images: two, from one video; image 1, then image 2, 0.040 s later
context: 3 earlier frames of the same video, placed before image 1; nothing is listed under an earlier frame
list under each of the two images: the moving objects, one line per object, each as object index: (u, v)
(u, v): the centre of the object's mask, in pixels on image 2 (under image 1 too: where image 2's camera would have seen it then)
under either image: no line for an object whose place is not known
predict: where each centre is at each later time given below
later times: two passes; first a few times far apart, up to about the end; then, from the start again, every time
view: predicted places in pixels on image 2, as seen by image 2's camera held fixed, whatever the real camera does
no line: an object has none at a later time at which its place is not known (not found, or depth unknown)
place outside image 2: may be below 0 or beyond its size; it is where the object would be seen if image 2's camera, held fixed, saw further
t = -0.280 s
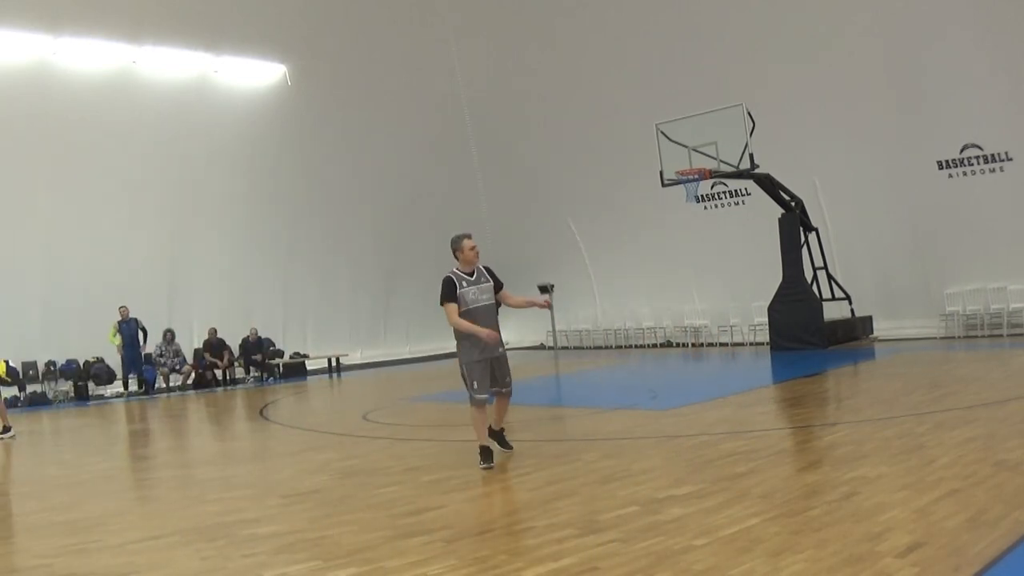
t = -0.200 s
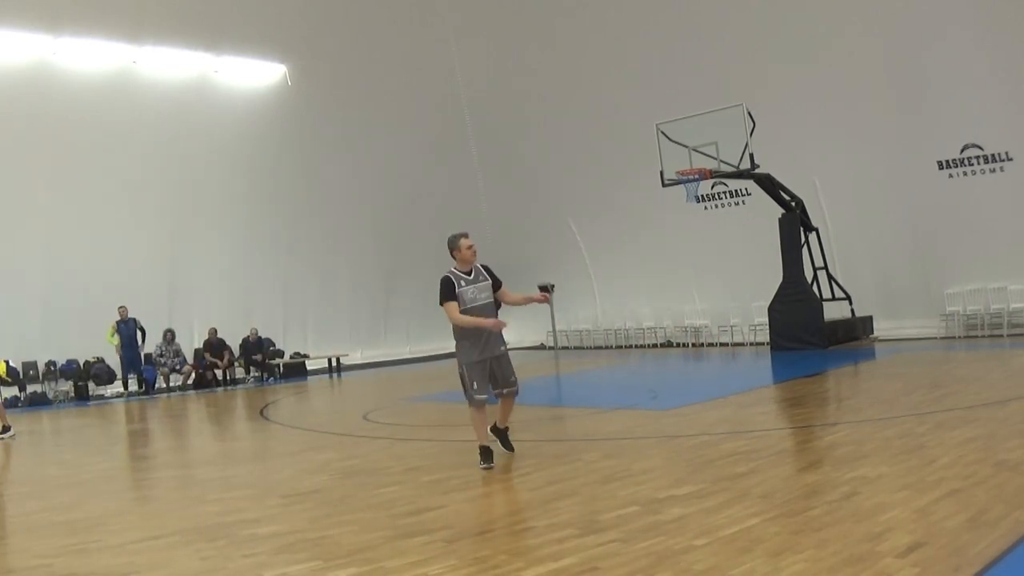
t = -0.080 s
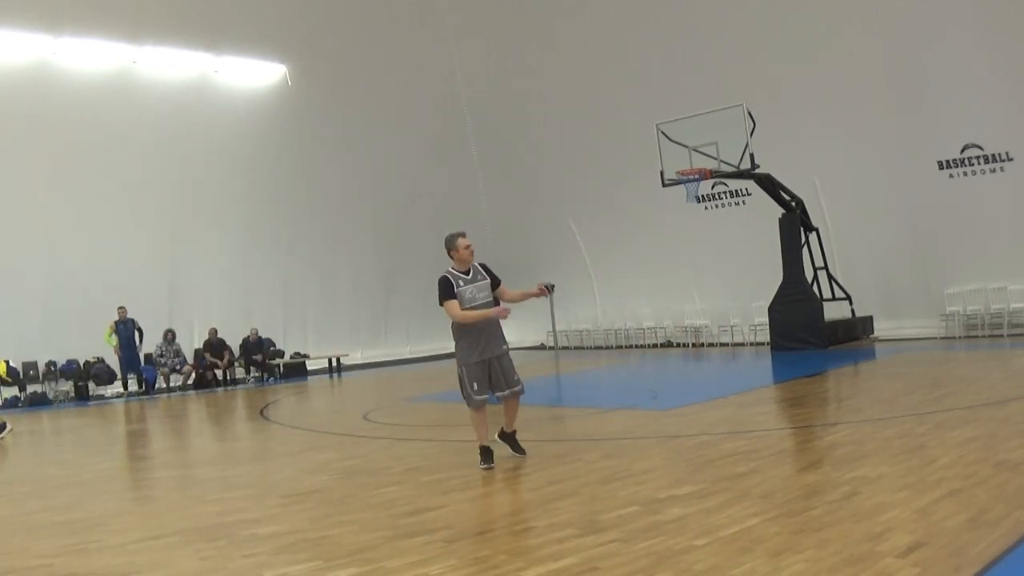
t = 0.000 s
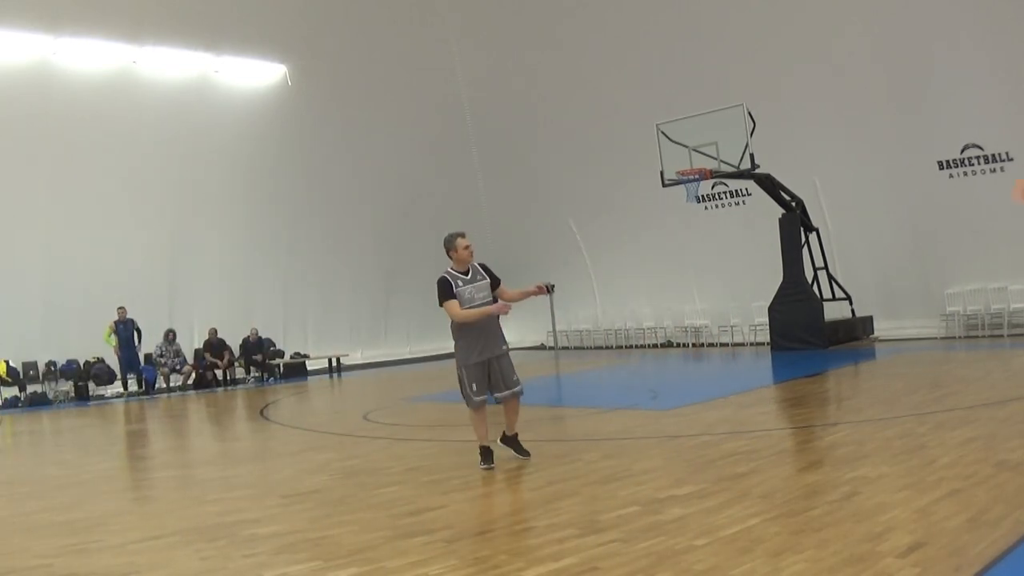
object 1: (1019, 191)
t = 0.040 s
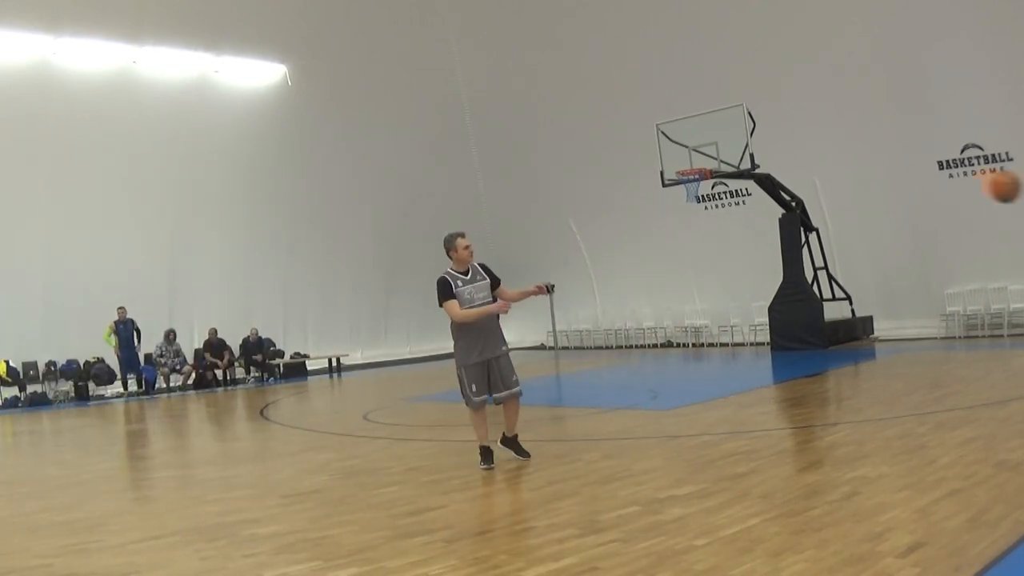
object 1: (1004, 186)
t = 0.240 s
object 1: (826, 188)
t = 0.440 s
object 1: (647, 244)
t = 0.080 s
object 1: (970, 183)
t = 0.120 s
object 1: (932, 181)
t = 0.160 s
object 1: (897, 181)
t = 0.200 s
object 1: (861, 184)
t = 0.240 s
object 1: (826, 188)
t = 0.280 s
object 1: (790, 195)
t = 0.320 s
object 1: (753, 205)
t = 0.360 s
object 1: (717, 217)
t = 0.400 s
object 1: (681, 229)
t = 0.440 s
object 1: (647, 244)
